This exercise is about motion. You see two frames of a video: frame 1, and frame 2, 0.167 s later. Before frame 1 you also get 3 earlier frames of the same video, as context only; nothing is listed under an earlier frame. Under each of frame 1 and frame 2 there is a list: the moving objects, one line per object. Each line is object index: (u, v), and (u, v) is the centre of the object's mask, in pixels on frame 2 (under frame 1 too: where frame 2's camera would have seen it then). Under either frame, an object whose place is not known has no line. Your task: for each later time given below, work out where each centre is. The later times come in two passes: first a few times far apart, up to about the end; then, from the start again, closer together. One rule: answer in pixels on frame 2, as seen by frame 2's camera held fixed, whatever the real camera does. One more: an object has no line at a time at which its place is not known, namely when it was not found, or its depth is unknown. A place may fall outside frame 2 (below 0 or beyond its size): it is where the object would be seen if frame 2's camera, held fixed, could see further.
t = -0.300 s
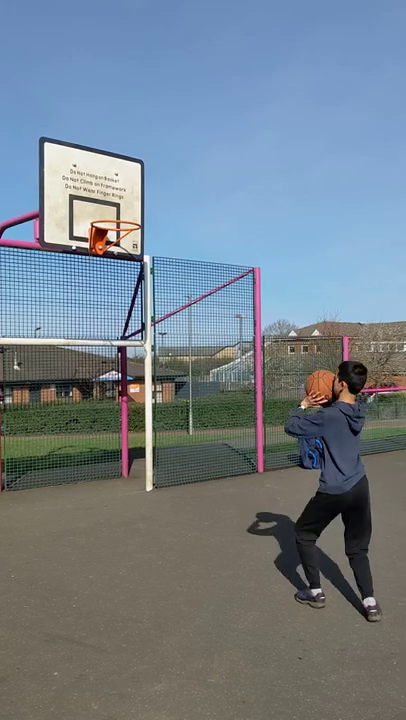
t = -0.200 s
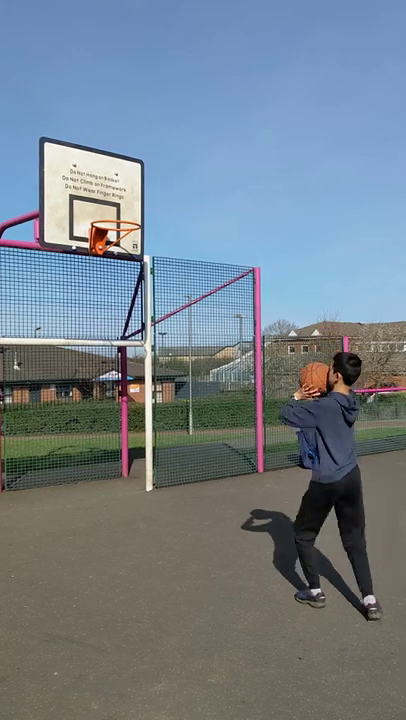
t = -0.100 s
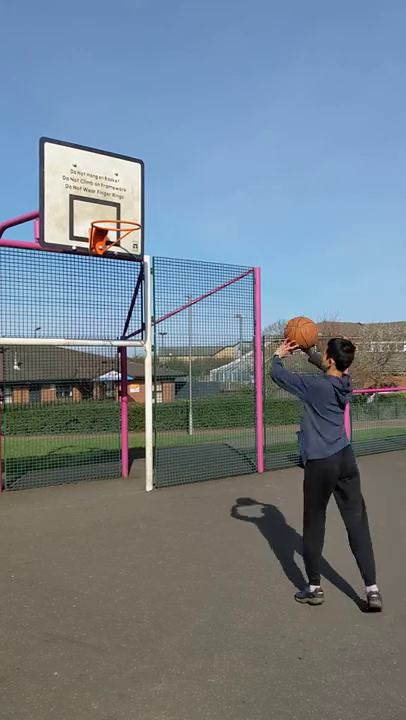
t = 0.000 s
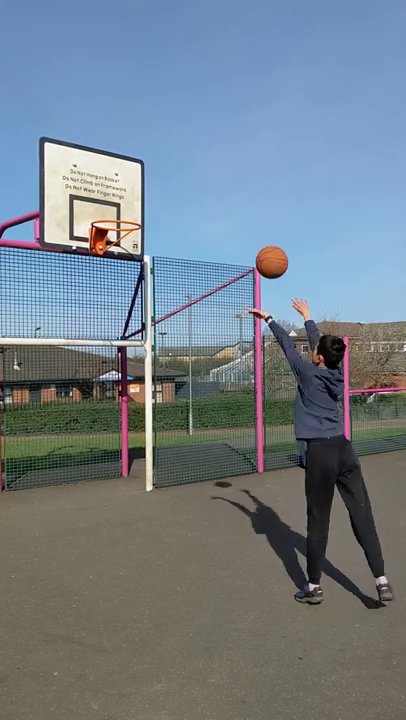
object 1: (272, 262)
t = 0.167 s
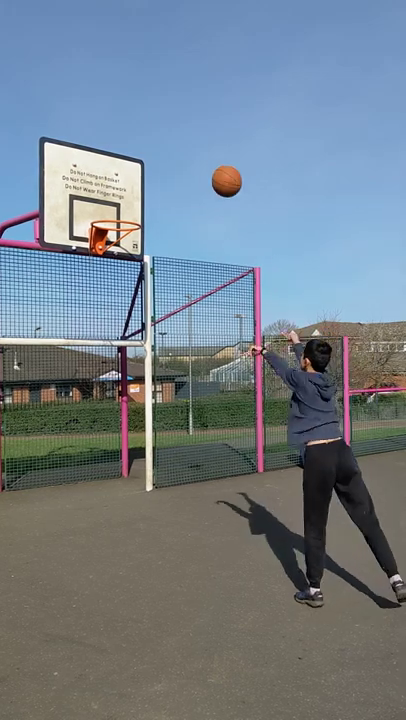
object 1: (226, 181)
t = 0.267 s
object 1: (203, 154)
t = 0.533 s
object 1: (150, 147)
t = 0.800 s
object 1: (109, 209)
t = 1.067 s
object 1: (113, 204)
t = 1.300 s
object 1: (98, 202)
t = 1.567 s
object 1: (100, 205)
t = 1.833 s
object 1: (100, 246)
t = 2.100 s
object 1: (101, 371)
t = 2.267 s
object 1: (103, 492)
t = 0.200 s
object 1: (218, 171)
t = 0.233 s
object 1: (210, 162)
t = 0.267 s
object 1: (203, 154)
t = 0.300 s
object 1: (195, 149)
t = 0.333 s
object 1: (188, 145)
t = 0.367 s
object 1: (181, 142)
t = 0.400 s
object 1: (174, 141)
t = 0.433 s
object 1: (168, 140)
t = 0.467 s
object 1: (162, 142)
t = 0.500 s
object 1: (156, 144)
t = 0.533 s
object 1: (150, 147)
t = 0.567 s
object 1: (144, 151)
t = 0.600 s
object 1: (138, 157)
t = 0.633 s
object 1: (133, 164)
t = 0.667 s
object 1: (128, 171)
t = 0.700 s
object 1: (122, 180)
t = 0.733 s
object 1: (118, 189)
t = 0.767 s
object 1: (113, 199)
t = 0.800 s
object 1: (109, 209)
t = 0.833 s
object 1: (113, 216)
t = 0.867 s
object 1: (116, 217)
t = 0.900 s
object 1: (120, 217)
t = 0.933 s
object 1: (124, 218)
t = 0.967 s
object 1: (123, 214)
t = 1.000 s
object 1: (119, 209)
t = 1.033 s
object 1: (116, 206)
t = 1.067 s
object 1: (113, 204)
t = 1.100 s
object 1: (109, 203)
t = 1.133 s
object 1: (106, 203)
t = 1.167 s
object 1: (102, 204)
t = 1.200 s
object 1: (99, 206)
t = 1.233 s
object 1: (98, 208)
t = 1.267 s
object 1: (98, 204)
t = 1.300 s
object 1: (98, 202)
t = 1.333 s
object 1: (98, 200)
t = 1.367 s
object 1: (99, 200)
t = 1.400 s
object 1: (99, 201)
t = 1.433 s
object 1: (100, 203)
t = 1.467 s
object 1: (100, 205)
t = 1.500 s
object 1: (100, 205)
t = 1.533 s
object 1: (100, 205)
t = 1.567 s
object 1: (100, 205)
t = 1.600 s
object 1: (100, 205)
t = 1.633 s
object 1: (99, 208)
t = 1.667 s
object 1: (99, 211)
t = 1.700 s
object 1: (99, 216)
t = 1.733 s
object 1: (99, 221)
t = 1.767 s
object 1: (99, 229)
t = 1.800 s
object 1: (99, 237)
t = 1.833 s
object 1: (100, 246)
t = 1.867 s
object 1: (99, 258)
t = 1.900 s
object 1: (100, 270)
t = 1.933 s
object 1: (100, 284)
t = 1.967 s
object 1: (100, 299)
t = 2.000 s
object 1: (100, 315)
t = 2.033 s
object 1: (100, 332)
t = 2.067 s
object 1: (101, 351)
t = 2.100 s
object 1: (101, 371)
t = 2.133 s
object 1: (102, 393)
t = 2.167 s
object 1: (102, 415)
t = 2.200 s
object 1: (103, 439)
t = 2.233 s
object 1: (103, 465)
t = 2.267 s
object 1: (103, 492)
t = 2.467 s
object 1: (101, 461)
